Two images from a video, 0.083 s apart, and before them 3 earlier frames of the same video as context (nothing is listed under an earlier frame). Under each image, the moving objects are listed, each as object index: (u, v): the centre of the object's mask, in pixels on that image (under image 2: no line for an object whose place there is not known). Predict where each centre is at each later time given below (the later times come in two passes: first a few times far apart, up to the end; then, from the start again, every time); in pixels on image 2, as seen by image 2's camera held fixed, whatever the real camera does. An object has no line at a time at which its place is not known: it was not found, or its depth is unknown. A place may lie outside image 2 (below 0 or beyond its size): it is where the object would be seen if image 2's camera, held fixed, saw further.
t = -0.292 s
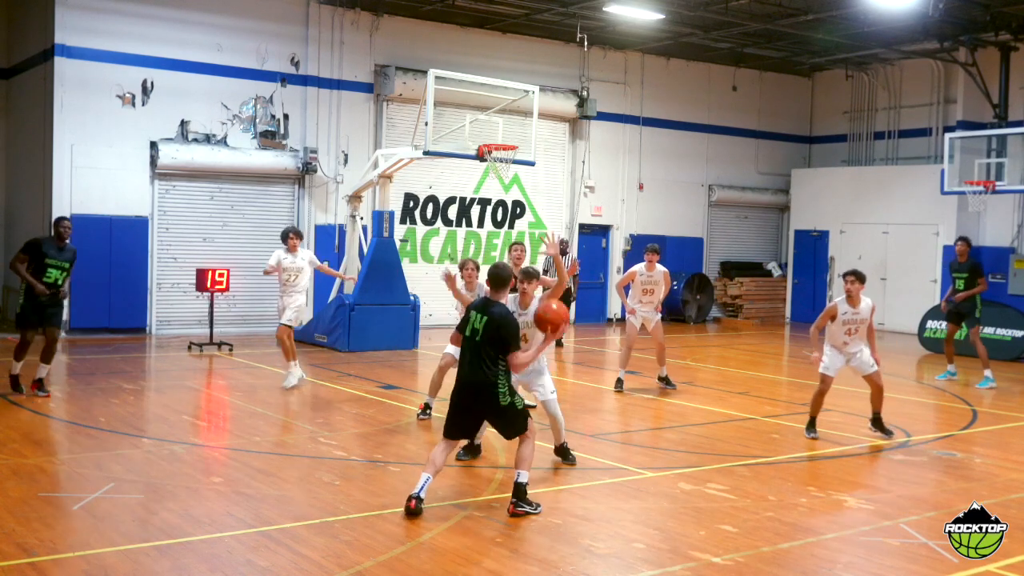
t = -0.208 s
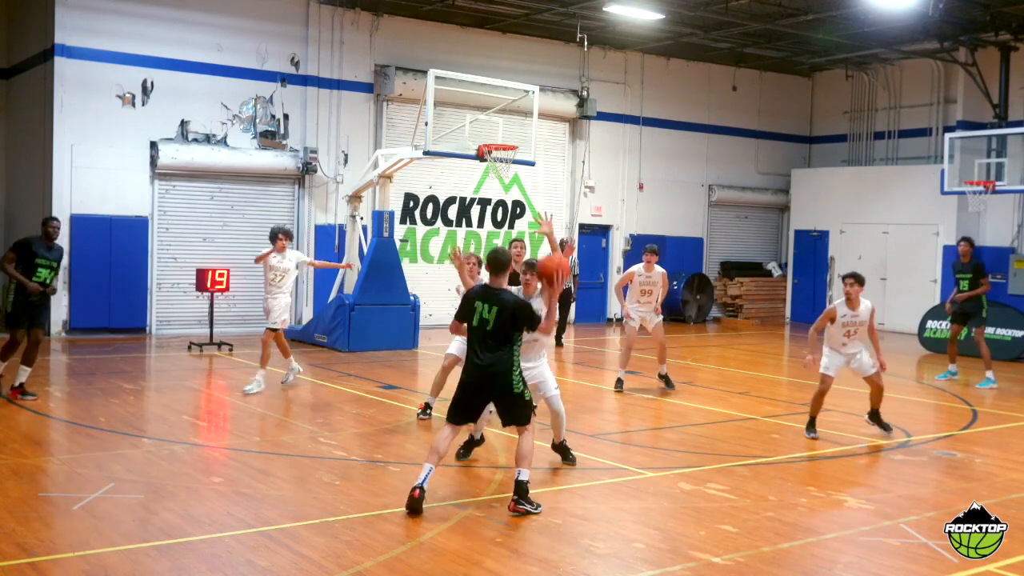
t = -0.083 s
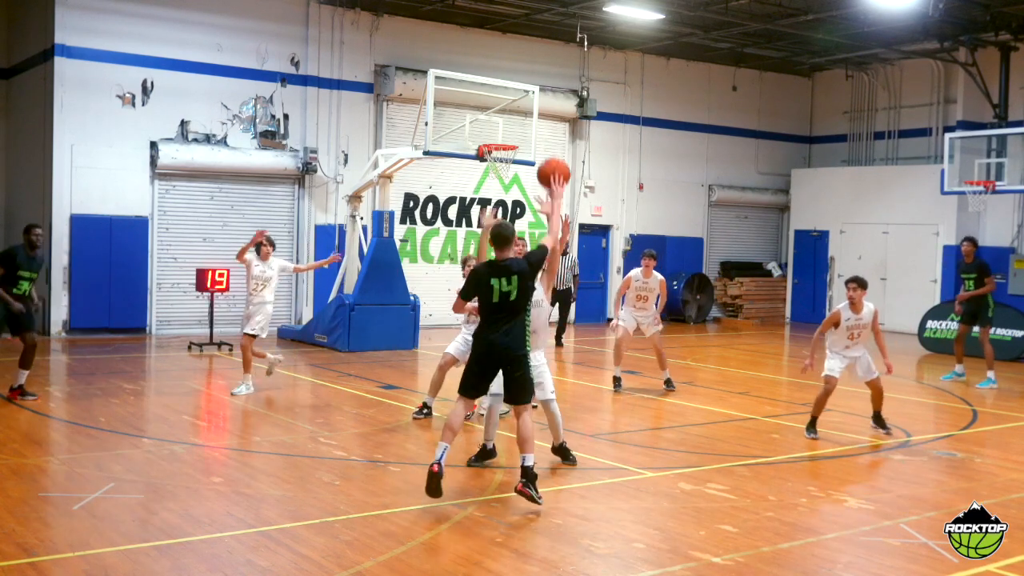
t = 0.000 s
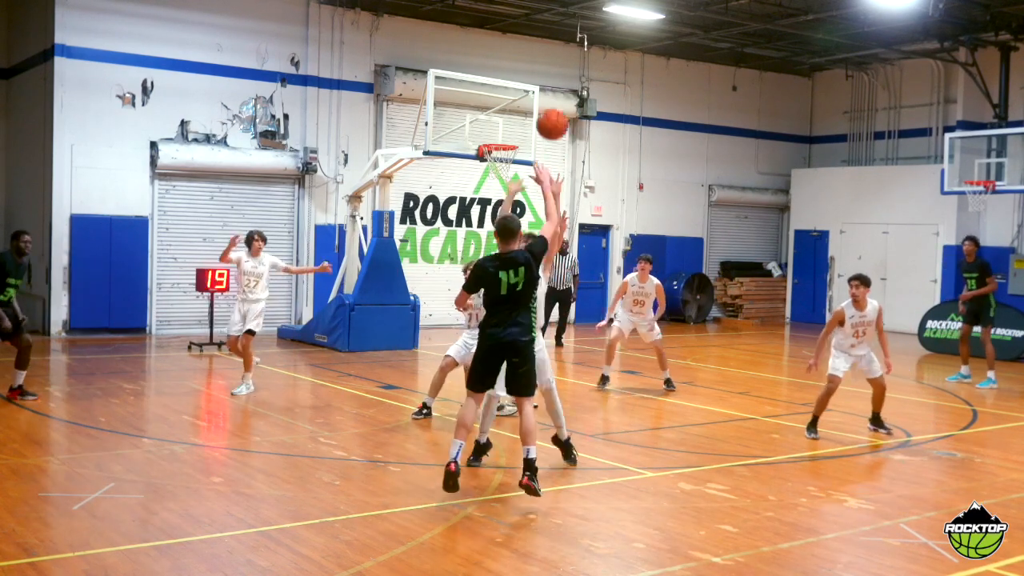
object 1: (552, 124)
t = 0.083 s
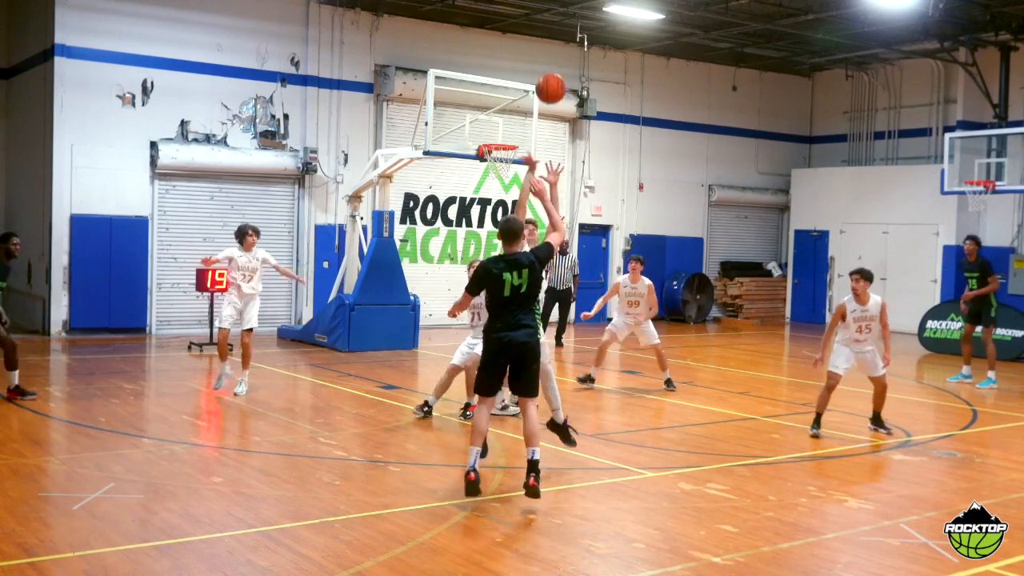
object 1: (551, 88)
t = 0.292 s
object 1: (545, 48)
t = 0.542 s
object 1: (538, 66)
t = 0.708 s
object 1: (533, 108)
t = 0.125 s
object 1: (550, 75)
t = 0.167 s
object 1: (549, 65)
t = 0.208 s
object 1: (548, 57)
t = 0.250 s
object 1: (547, 51)
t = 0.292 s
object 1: (545, 48)
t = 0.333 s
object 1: (544, 46)
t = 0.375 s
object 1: (543, 47)
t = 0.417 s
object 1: (542, 49)
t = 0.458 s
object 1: (541, 53)
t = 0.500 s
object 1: (540, 59)
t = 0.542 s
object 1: (538, 66)
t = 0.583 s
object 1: (537, 74)
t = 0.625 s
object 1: (536, 84)
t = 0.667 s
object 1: (535, 96)
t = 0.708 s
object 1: (533, 108)
